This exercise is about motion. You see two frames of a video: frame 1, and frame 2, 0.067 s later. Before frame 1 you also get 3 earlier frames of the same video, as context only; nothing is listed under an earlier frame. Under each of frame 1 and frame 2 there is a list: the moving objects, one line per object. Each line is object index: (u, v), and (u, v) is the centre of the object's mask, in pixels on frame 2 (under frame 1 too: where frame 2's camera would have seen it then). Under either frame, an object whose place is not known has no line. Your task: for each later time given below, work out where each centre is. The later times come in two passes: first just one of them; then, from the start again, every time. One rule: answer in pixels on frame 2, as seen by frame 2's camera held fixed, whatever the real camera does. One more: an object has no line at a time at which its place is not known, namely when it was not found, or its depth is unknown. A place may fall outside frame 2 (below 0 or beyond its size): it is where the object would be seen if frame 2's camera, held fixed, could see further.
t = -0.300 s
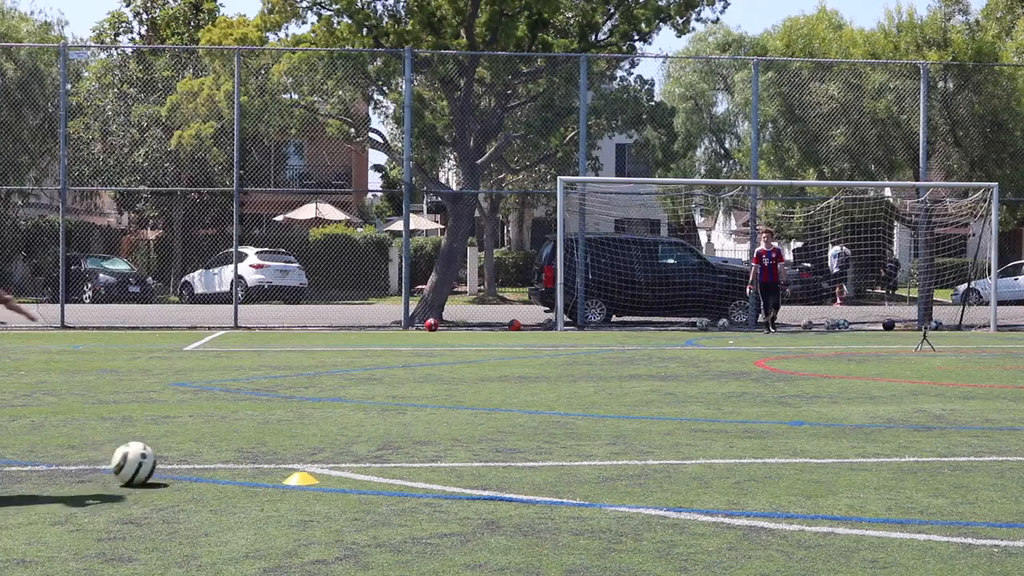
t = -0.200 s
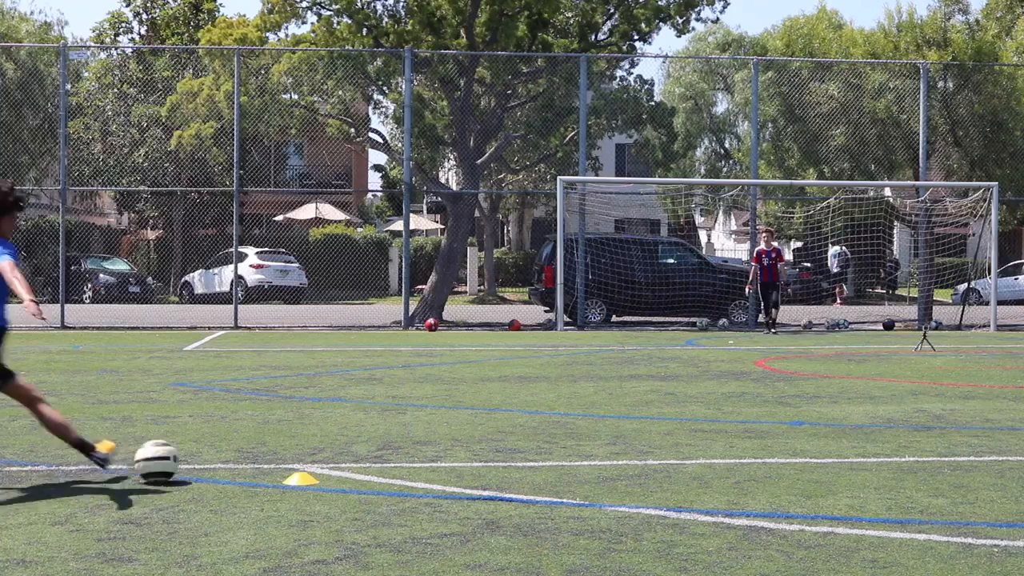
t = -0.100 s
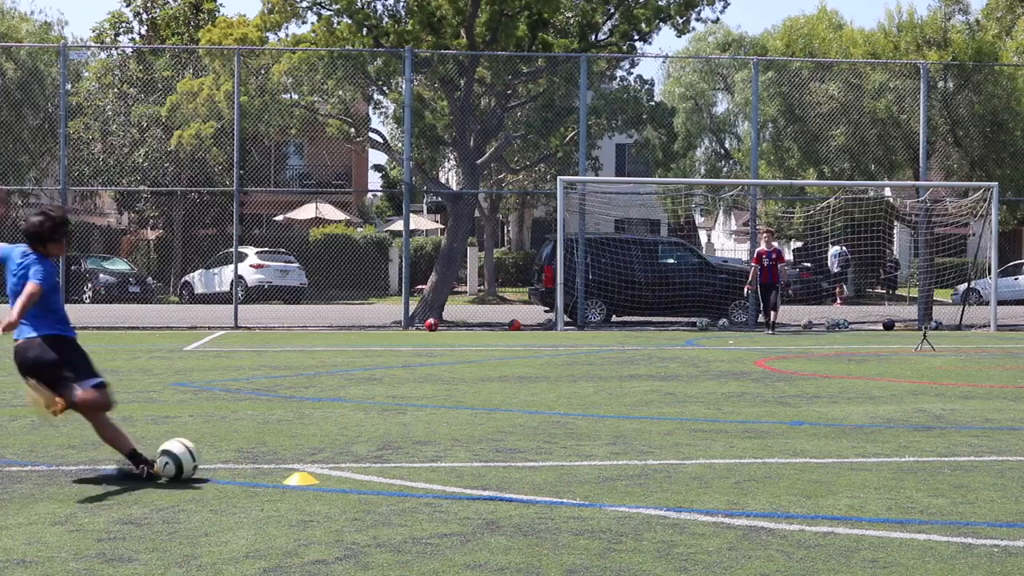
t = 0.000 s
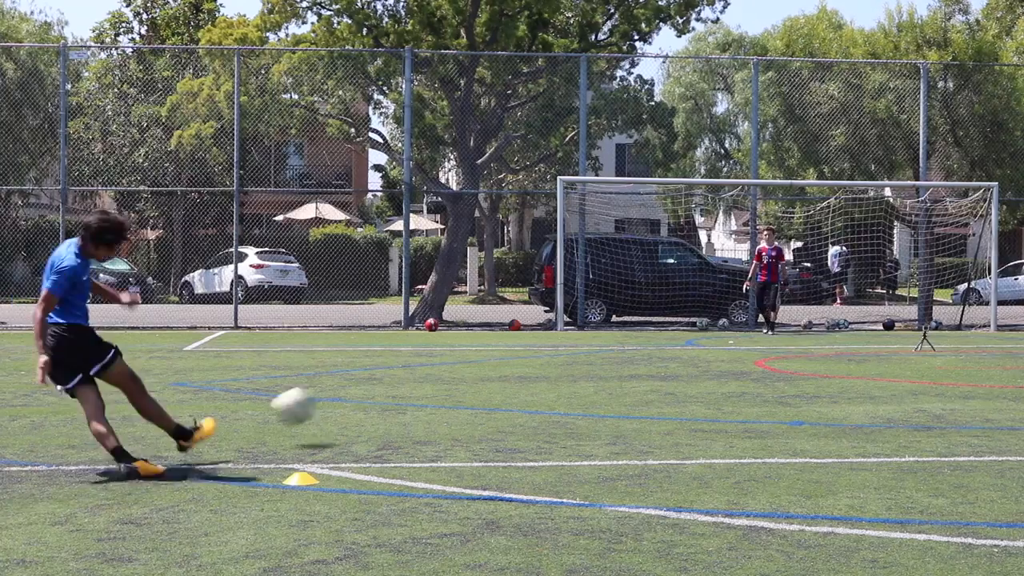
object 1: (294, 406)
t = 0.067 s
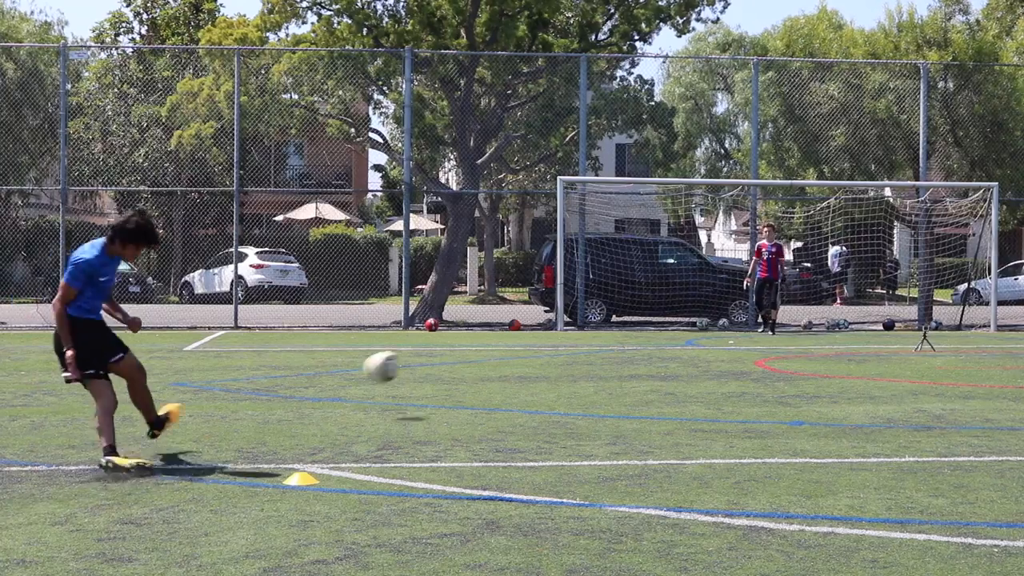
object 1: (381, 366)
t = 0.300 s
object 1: (544, 296)
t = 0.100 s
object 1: (416, 352)
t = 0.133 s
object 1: (446, 338)
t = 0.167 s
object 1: (470, 327)
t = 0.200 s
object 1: (491, 317)
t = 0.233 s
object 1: (512, 310)
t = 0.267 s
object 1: (529, 301)
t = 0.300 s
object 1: (544, 296)
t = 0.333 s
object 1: (556, 292)
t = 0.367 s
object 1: (568, 289)
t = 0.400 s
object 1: (578, 285)
